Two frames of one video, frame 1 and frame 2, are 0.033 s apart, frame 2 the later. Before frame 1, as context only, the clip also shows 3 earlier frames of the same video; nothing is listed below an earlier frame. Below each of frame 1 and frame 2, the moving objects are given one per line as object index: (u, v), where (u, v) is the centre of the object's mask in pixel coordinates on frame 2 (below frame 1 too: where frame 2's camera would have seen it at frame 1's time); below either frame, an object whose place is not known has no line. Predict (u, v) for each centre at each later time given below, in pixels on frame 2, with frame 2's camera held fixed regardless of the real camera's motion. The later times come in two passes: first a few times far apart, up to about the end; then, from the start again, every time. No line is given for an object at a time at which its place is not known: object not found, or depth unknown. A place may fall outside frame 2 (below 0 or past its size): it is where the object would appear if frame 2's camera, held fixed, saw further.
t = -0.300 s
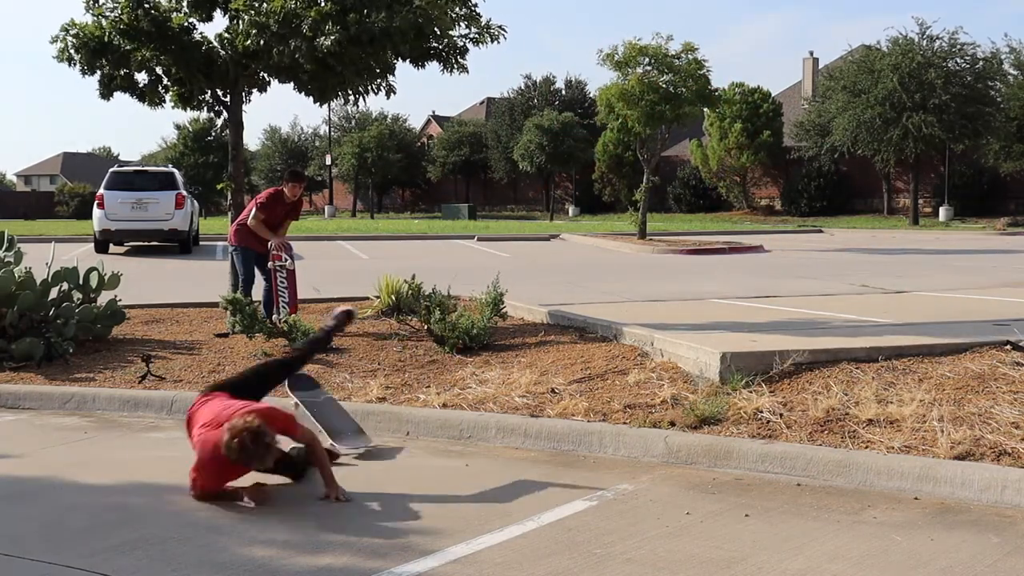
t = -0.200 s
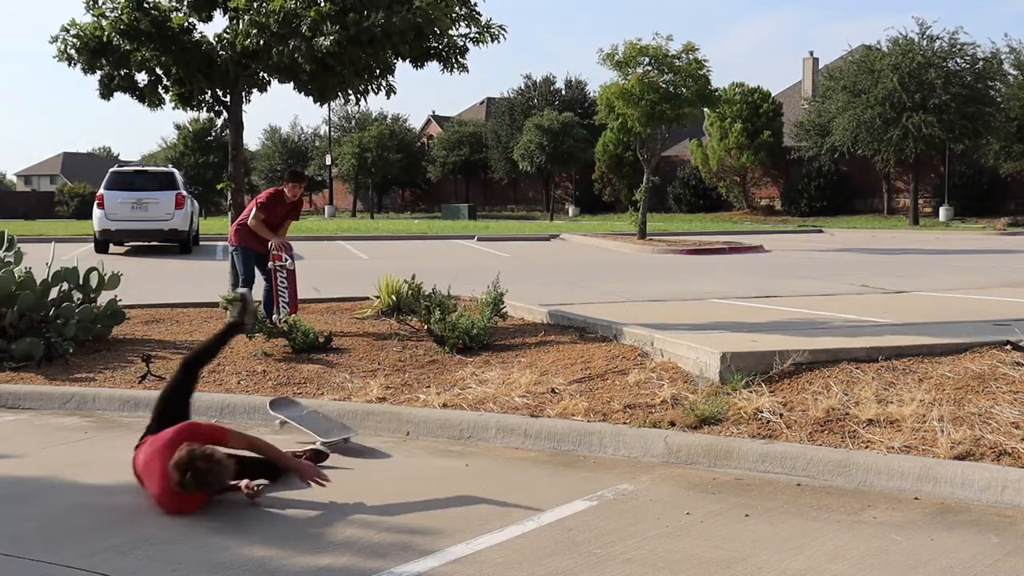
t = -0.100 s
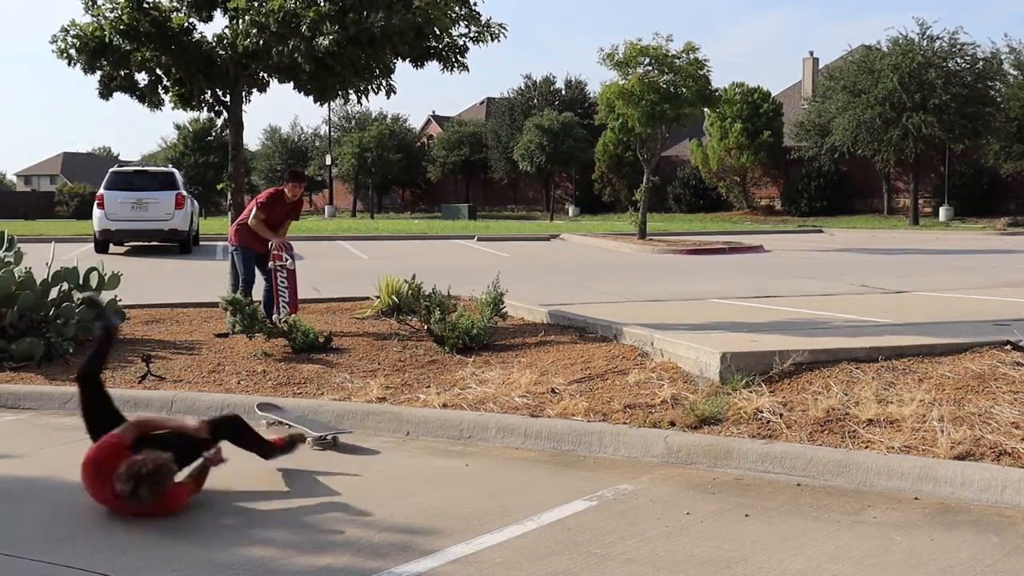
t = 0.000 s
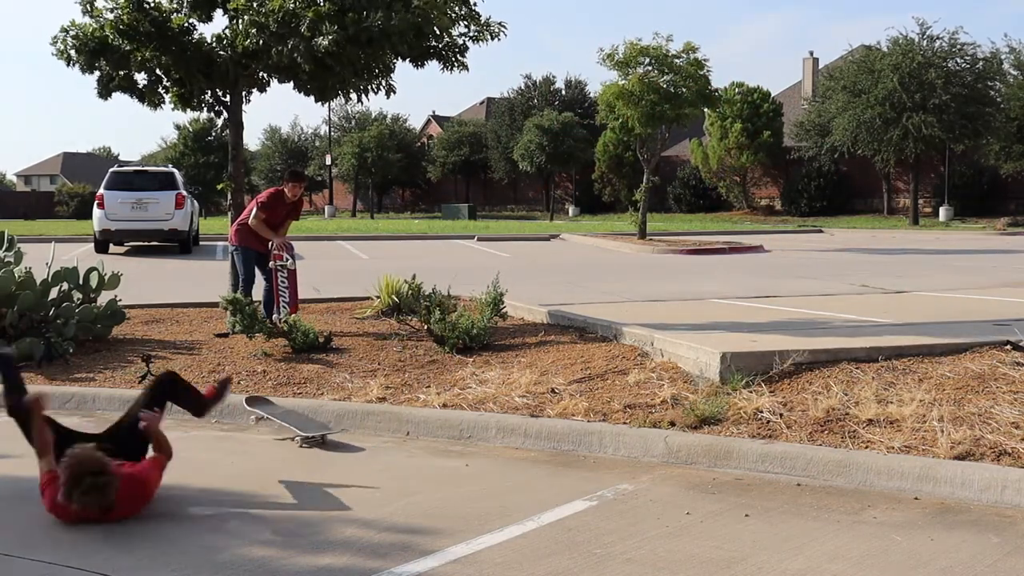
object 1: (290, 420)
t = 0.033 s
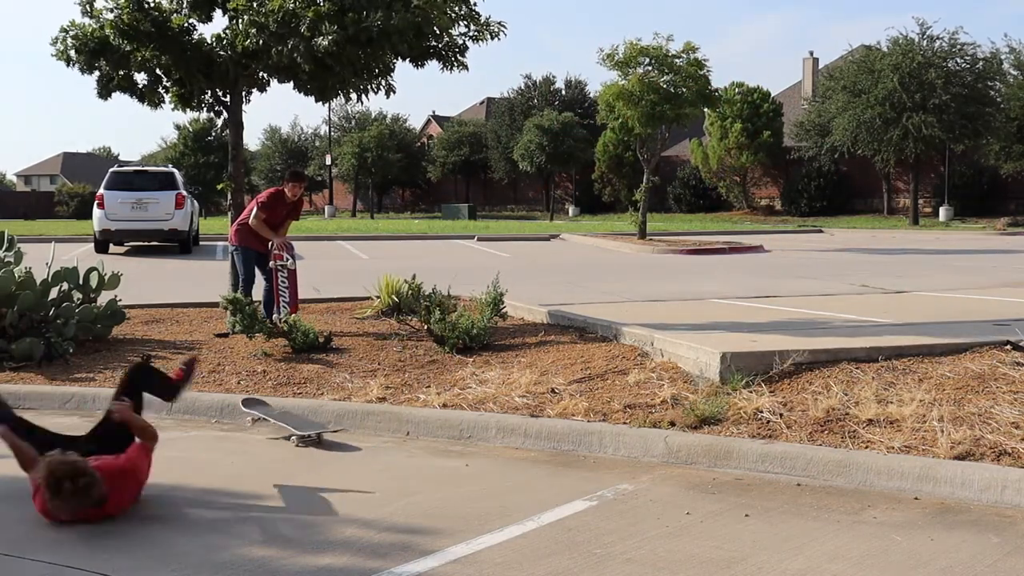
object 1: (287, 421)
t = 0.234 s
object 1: (263, 423)
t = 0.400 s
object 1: (245, 420)
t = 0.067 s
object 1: (281, 422)
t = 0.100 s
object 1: (278, 425)
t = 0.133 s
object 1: (274, 424)
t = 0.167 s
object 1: (270, 423)
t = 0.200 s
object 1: (267, 423)
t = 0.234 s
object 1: (263, 423)
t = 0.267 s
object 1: (258, 422)
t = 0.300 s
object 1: (254, 422)
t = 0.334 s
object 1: (251, 421)
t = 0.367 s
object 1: (248, 420)
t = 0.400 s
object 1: (245, 420)
